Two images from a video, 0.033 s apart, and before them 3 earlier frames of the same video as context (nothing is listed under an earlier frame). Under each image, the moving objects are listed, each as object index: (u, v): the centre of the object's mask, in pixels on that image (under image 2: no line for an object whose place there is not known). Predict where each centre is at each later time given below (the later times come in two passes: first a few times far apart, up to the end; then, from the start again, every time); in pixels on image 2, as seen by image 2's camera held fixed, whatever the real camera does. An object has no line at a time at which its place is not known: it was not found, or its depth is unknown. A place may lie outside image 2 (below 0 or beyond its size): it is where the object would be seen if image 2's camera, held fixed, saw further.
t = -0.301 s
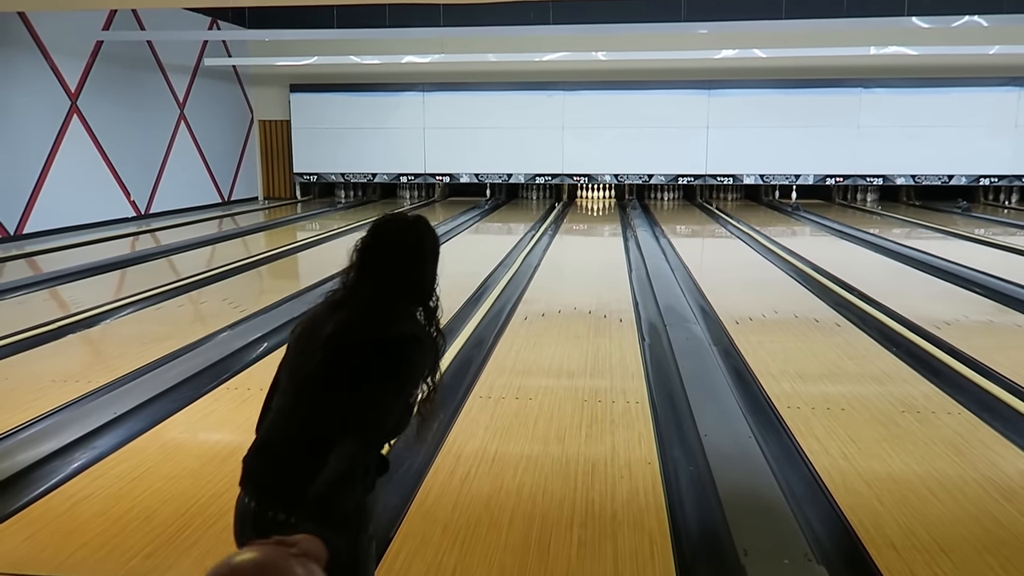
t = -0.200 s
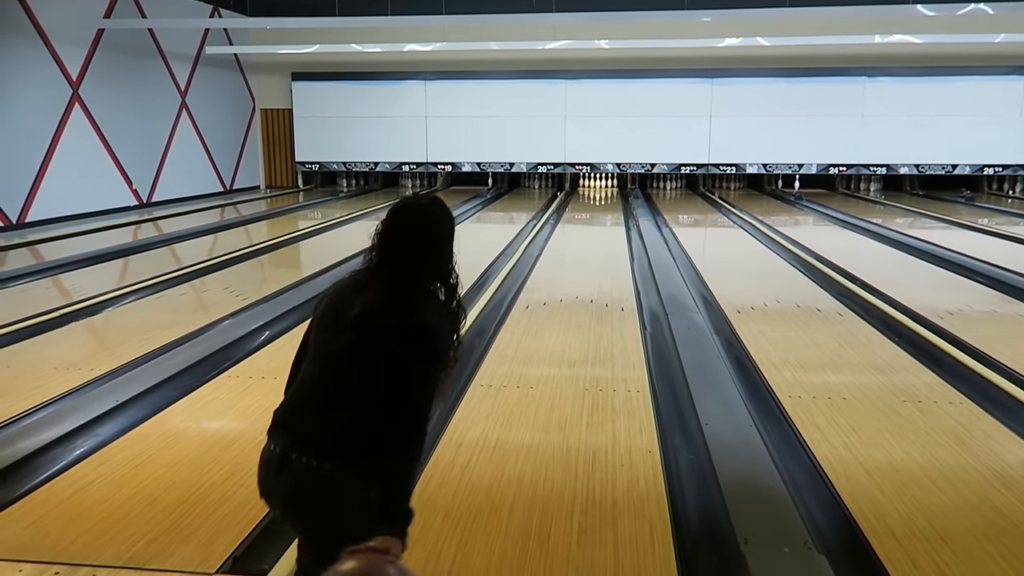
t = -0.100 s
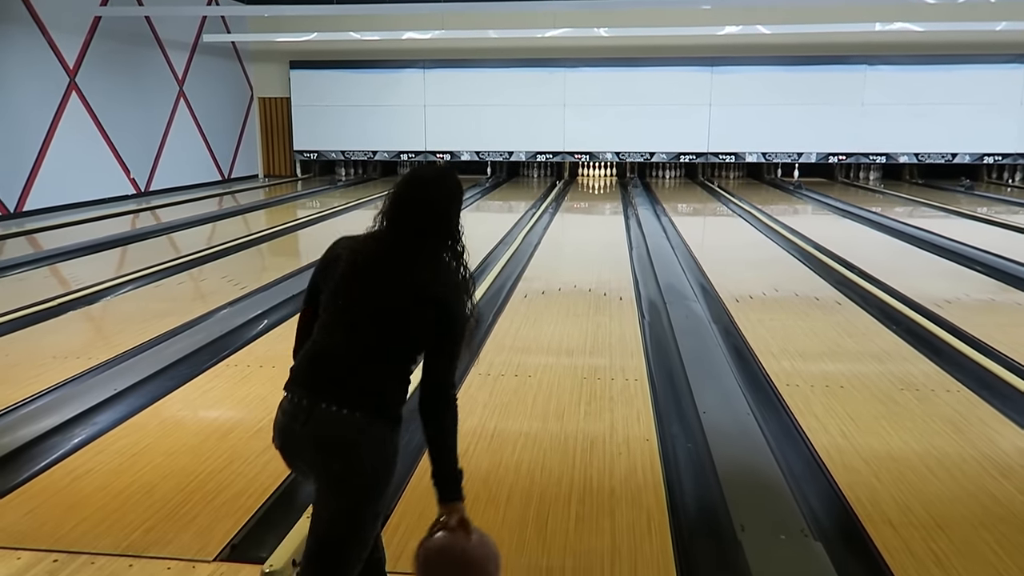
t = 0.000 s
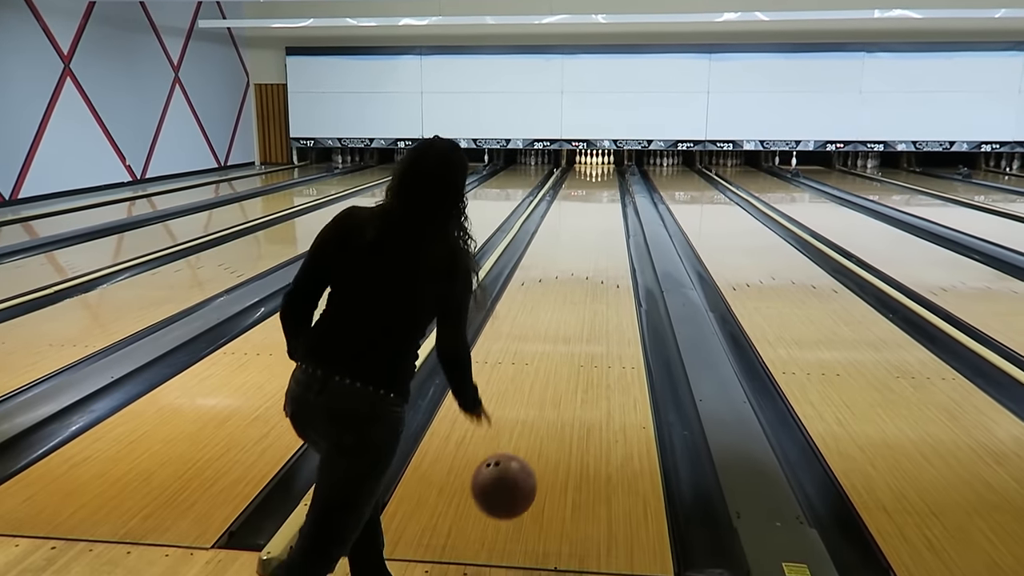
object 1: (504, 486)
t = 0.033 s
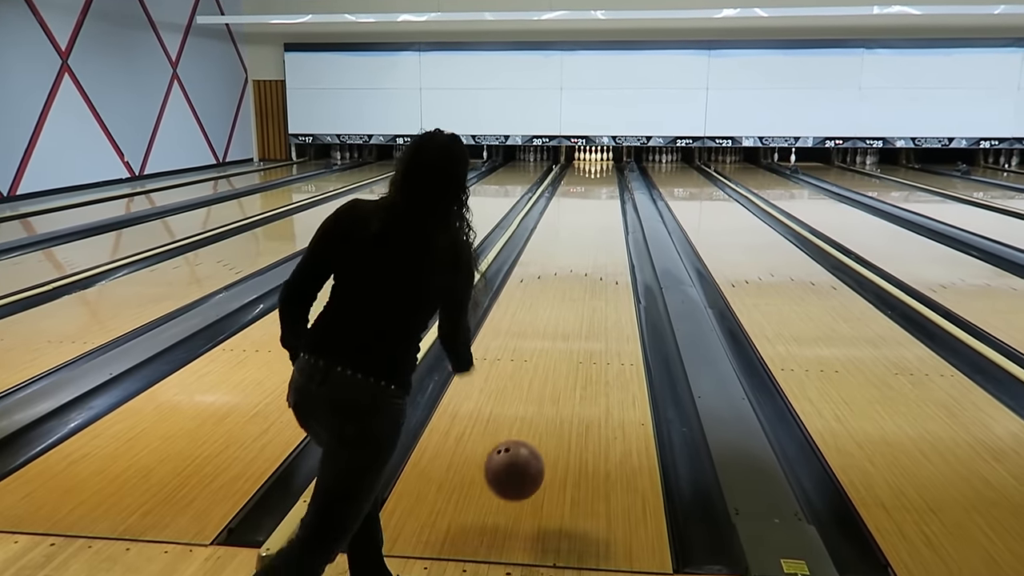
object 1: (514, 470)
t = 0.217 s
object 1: (555, 377)
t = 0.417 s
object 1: (579, 325)
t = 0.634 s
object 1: (595, 281)
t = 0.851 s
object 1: (605, 252)
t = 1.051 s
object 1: (611, 232)
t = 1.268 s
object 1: (616, 217)
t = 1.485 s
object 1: (620, 205)
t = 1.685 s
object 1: (625, 198)
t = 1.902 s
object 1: (625, 192)
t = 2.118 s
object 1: (624, 185)
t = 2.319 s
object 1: (623, 180)
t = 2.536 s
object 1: (622, 176)
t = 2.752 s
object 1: (622, 172)
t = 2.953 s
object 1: (621, 169)
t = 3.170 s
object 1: (620, 166)
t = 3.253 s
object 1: (619, 165)
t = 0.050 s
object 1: (519, 466)
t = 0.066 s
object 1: (524, 462)
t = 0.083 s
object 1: (528, 461)
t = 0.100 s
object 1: (532, 452)
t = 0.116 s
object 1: (536, 437)
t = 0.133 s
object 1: (540, 423)
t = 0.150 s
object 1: (543, 412)
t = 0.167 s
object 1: (546, 402)
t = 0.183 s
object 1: (549, 393)
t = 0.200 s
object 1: (552, 384)
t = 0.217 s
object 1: (555, 377)
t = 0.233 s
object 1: (557, 371)
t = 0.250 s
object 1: (560, 365)
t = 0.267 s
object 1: (562, 361)
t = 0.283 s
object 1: (564, 357)
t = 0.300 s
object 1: (566, 354)
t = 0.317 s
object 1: (568, 352)
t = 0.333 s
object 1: (570, 348)
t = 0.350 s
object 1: (572, 342)
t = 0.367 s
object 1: (574, 337)
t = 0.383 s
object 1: (576, 332)
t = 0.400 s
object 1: (577, 328)
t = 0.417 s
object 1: (579, 325)
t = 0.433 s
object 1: (580, 320)
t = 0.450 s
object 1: (582, 316)
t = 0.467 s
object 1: (583, 313)
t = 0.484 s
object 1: (584, 309)
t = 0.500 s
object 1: (586, 306)
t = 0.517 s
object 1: (587, 302)
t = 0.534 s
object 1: (588, 299)
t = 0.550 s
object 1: (589, 296)
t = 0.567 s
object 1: (590, 293)
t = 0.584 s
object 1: (592, 290)
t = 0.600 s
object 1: (592, 287)
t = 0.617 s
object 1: (593, 284)
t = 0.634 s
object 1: (595, 281)
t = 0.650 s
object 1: (596, 278)
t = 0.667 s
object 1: (596, 276)
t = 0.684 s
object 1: (597, 274)
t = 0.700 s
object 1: (598, 271)
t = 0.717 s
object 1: (599, 269)
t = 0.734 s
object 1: (600, 267)
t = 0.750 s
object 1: (601, 264)
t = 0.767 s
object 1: (601, 262)
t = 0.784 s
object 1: (602, 260)
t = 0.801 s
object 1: (602, 258)
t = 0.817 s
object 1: (603, 256)
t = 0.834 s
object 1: (604, 254)
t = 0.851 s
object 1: (605, 252)
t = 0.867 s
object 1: (605, 250)
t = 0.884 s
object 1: (606, 248)
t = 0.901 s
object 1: (606, 246)
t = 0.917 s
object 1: (607, 245)
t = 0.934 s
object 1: (607, 243)
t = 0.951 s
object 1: (608, 241)
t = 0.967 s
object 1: (608, 240)
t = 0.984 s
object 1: (609, 238)
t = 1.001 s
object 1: (610, 237)
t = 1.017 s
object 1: (610, 235)
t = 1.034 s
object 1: (610, 234)
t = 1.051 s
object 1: (611, 232)
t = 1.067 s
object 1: (611, 231)
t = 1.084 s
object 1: (612, 230)
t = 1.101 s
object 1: (612, 228)
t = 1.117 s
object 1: (613, 227)
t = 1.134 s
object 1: (613, 226)
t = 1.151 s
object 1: (614, 225)
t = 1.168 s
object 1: (614, 224)
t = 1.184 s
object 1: (614, 222)
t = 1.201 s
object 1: (615, 221)
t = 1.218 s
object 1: (615, 220)
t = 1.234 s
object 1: (615, 219)
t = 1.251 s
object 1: (616, 218)
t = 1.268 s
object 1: (616, 217)
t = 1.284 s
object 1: (616, 216)
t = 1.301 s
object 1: (617, 215)
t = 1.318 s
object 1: (617, 214)
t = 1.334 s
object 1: (618, 213)
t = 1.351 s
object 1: (618, 212)
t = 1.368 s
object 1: (618, 211)
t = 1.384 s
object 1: (618, 210)
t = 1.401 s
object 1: (619, 209)
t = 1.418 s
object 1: (619, 208)
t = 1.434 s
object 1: (619, 208)
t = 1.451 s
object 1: (620, 207)
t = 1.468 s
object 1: (620, 206)
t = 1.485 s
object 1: (620, 205)
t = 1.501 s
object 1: (620, 204)
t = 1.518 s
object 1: (621, 203)
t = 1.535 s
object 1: (621, 202)
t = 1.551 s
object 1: (621, 202)
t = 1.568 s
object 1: (622, 201)
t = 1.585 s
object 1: (622, 200)
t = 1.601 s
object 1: (622, 199)
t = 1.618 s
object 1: (623, 199)
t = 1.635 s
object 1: (623, 198)
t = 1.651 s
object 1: (623, 198)
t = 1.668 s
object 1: (624, 198)
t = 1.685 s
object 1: (625, 198)
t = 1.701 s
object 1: (625, 198)
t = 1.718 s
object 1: (626, 198)
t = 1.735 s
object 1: (627, 197)
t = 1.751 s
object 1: (626, 197)
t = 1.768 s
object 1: (626, 196)
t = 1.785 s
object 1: (626, 196)
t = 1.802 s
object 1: (626, 195)
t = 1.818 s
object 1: (626, 194)
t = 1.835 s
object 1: (626, 194)
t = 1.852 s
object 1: (626, 193)
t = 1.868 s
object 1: (626, 193)
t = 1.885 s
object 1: (625, 192)
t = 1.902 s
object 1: (625, 192)
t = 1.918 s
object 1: (625, 191)
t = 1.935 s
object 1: (625, 190)
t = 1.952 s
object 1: (625, 190)
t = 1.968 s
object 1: (625, 189)
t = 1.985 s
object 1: (625, 189)
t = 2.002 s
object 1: (625, 188)
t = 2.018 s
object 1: (625, 188)
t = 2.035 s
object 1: (625, 187)
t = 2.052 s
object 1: (624, 187)
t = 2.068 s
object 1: (624, 186)
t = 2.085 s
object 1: (624, 186)
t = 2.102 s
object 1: (624, 185)
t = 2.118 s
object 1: (624, 185)
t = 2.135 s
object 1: (624, 185)
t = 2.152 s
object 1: (624, 184)
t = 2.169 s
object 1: (624, 184)
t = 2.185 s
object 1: (624, 183)
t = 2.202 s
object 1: (624, 183)
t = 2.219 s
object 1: (624, 182)
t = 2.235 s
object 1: (624, 182)
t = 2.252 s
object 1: (624, 182)
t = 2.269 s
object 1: (623, 181)
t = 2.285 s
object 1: (623, 181)
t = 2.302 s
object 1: (623, 181)
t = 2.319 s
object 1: (623, 180)
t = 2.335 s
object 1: (623, 180)
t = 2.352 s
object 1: (623, 180)
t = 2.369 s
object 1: (623, 179)
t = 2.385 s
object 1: (623, 179)
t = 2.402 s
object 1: (623, 178)
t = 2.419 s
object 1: (623, 178)
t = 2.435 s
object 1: (623, 178)
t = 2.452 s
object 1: (623, 177)
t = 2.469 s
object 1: (623, 177)
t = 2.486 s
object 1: (623, 177)
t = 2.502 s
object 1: (623, 176)
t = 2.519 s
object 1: (623, 176)
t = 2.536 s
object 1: (622, 176)
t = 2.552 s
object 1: (622, 175)
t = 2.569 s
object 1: (622, 175)
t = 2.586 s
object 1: (622, 175)
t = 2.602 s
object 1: (622, 174)
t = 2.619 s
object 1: (622, 174)
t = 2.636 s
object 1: (622, 174)
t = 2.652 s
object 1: (622, 173)
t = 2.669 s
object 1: (622, 173)
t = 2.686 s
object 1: (622, 173)
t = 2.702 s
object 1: (622, 172)
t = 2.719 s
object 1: (622, 172)
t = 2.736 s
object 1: (622, 172)
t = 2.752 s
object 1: (622, 172)
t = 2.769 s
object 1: (622, 172)
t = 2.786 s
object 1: (621, 171)
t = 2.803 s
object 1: (621, 171)
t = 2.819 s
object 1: (621, 171)
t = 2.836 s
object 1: (621, 171)
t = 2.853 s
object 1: (621, 171)
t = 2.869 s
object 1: (621, 170)
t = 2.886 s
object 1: (621, 170)
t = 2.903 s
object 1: (621, 170)
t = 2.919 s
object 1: (621, 170)
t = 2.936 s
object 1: (621, 170)
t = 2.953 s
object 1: (621, 169)
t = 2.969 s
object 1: (621, 169)
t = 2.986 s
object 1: (621, 169)
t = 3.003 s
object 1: (621, 169)
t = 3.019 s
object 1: (621, 168)
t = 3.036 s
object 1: (621, 168)
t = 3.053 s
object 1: (621, 168)
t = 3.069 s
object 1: (620, 168)
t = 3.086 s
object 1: (620, 168)
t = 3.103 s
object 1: (620, 167)
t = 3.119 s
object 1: (620, 167)
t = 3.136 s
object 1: (620, 167)
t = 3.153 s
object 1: (620, 167)
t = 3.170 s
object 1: (620, 166)
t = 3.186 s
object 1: (619, 166)
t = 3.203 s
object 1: (620, 166)
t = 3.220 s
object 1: (619, 166)
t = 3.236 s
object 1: (619, 165)
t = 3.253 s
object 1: (619, 165)
